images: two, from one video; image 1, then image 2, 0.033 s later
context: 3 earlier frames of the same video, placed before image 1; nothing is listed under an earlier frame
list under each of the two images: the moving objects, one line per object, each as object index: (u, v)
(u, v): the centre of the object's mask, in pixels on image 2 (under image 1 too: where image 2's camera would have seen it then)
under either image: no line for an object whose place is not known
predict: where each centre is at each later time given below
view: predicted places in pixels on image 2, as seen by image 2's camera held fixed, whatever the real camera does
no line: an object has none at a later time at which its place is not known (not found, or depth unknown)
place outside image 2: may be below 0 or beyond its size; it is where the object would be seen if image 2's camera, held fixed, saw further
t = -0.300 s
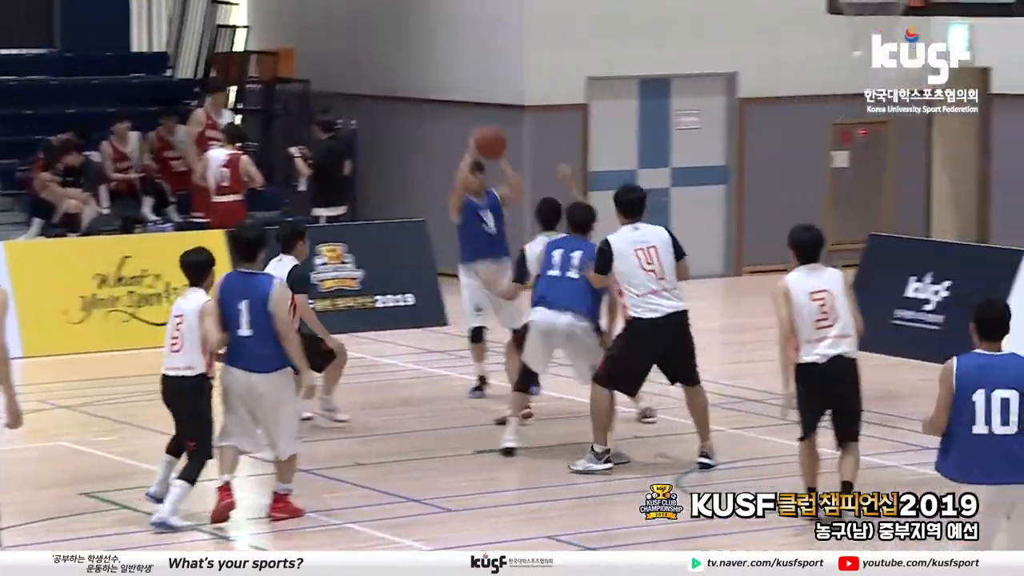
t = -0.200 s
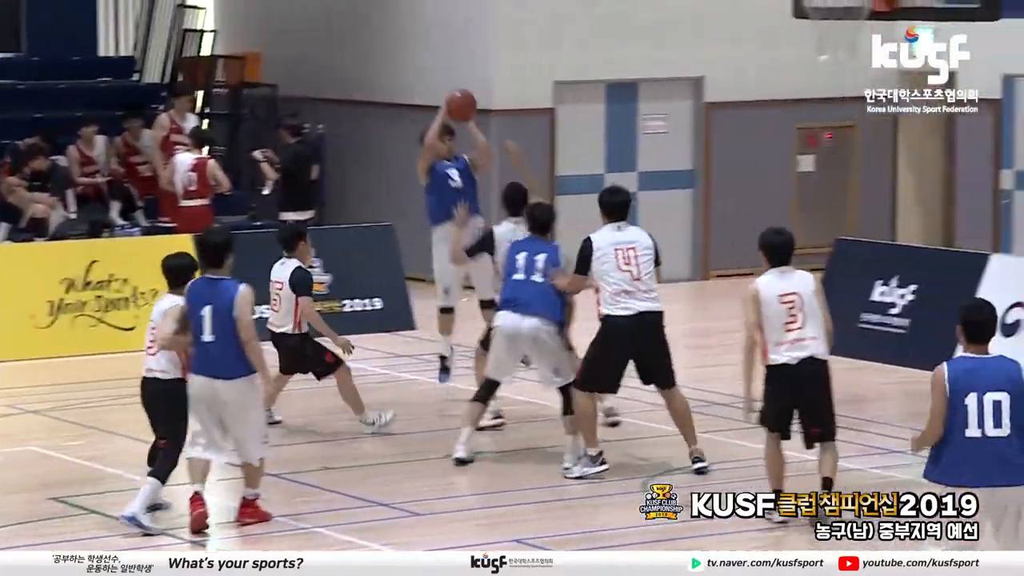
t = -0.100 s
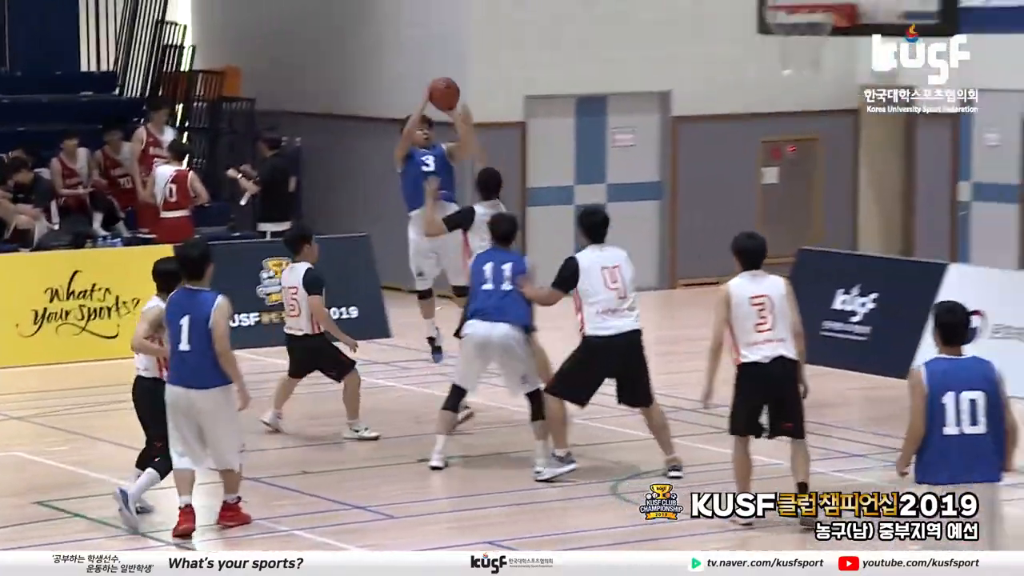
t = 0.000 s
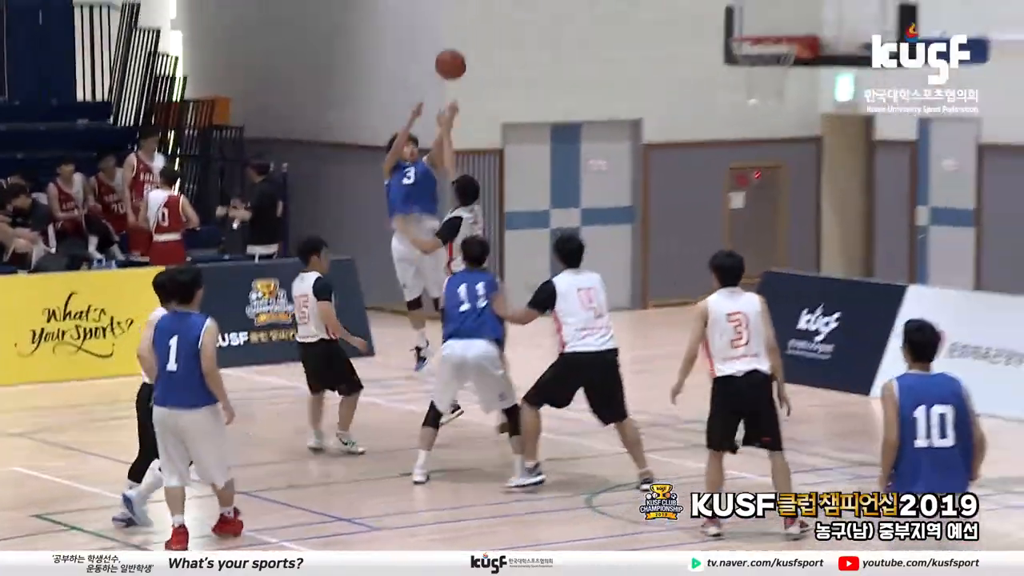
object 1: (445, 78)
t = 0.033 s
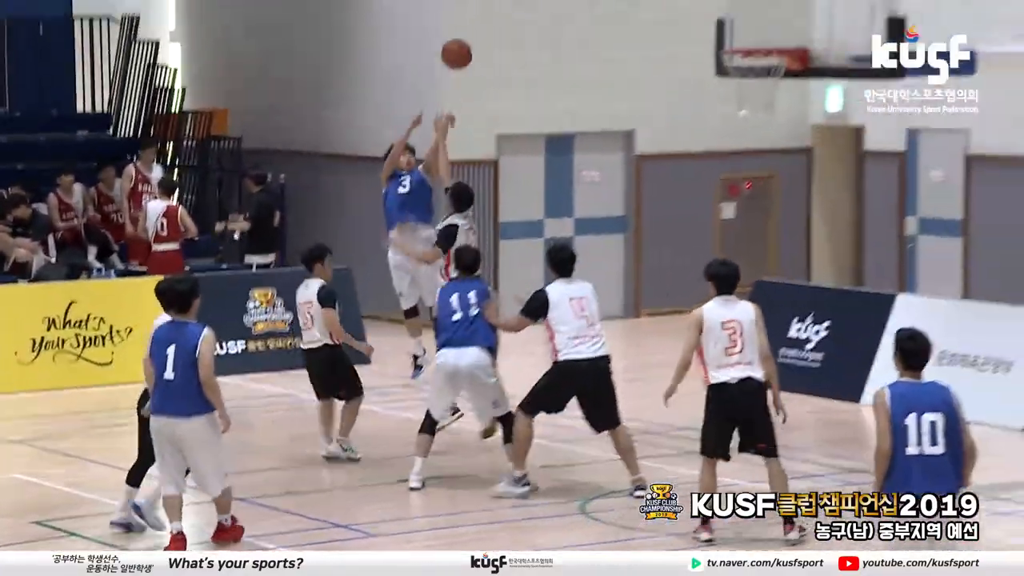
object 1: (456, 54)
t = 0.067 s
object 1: (467, 31)
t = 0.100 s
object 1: (479, 10)
